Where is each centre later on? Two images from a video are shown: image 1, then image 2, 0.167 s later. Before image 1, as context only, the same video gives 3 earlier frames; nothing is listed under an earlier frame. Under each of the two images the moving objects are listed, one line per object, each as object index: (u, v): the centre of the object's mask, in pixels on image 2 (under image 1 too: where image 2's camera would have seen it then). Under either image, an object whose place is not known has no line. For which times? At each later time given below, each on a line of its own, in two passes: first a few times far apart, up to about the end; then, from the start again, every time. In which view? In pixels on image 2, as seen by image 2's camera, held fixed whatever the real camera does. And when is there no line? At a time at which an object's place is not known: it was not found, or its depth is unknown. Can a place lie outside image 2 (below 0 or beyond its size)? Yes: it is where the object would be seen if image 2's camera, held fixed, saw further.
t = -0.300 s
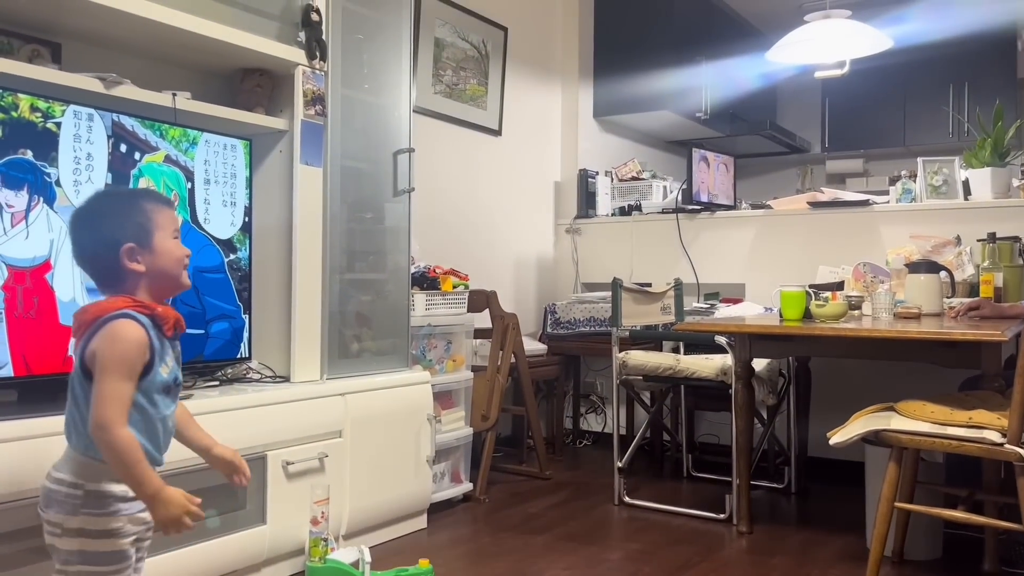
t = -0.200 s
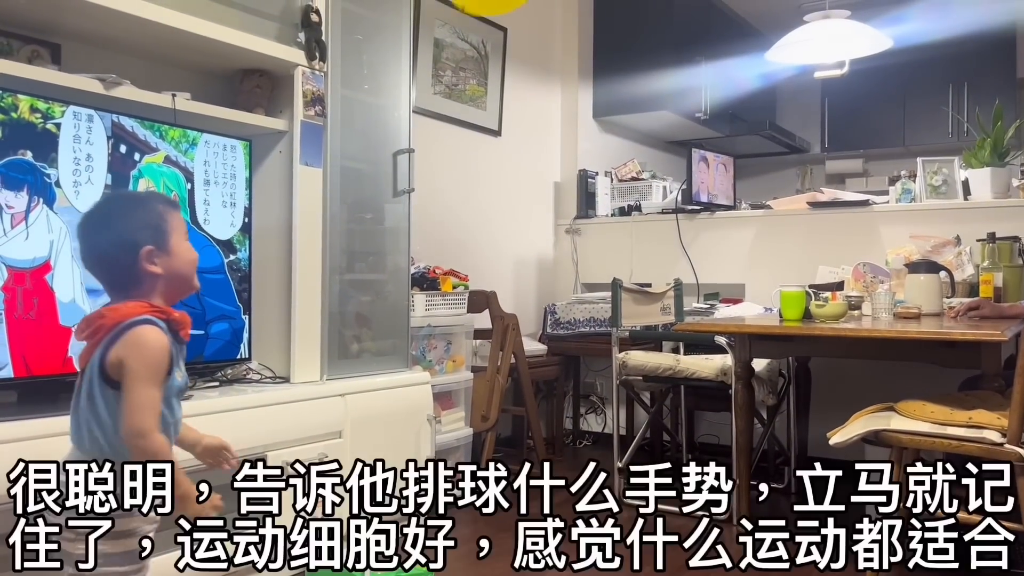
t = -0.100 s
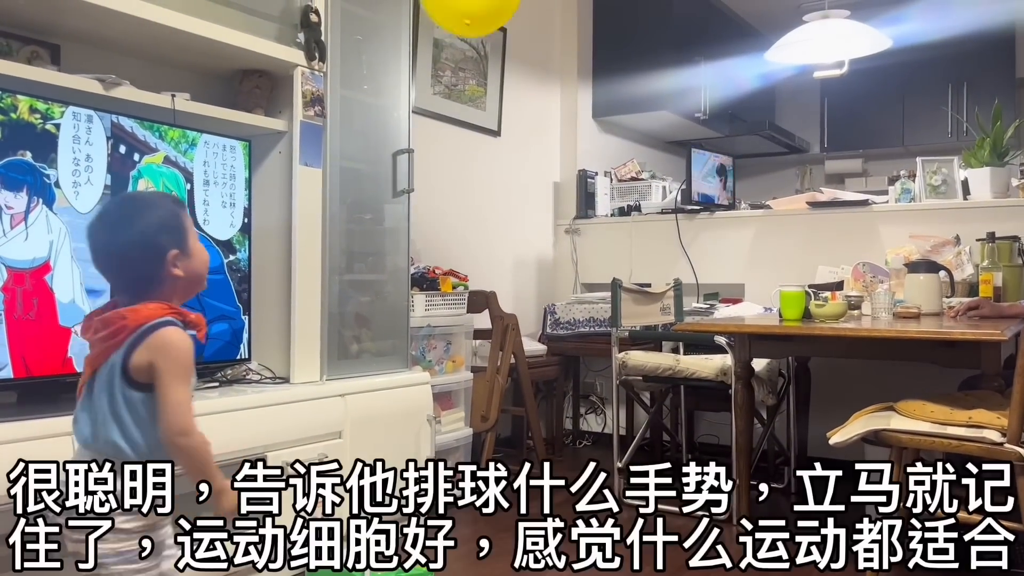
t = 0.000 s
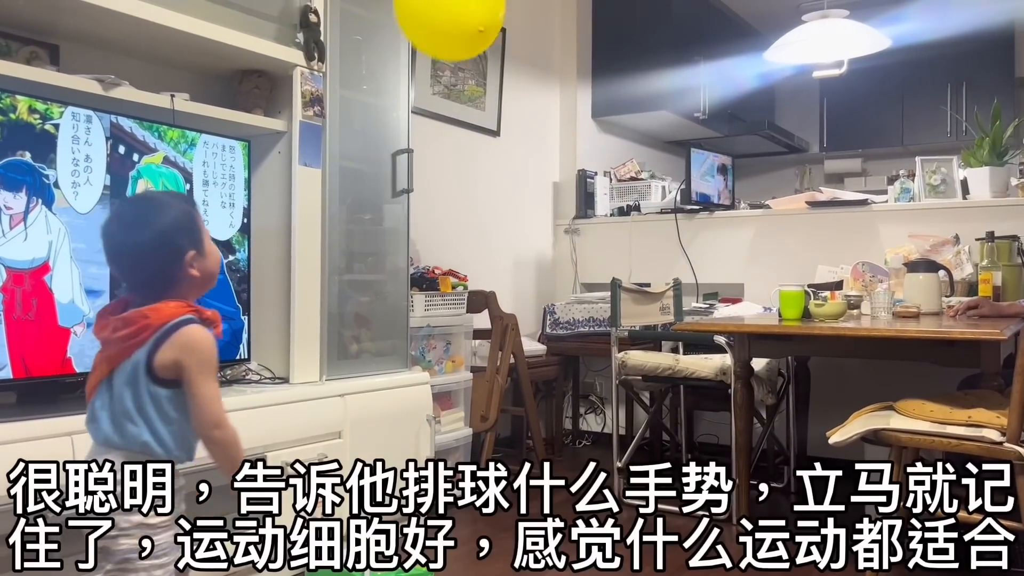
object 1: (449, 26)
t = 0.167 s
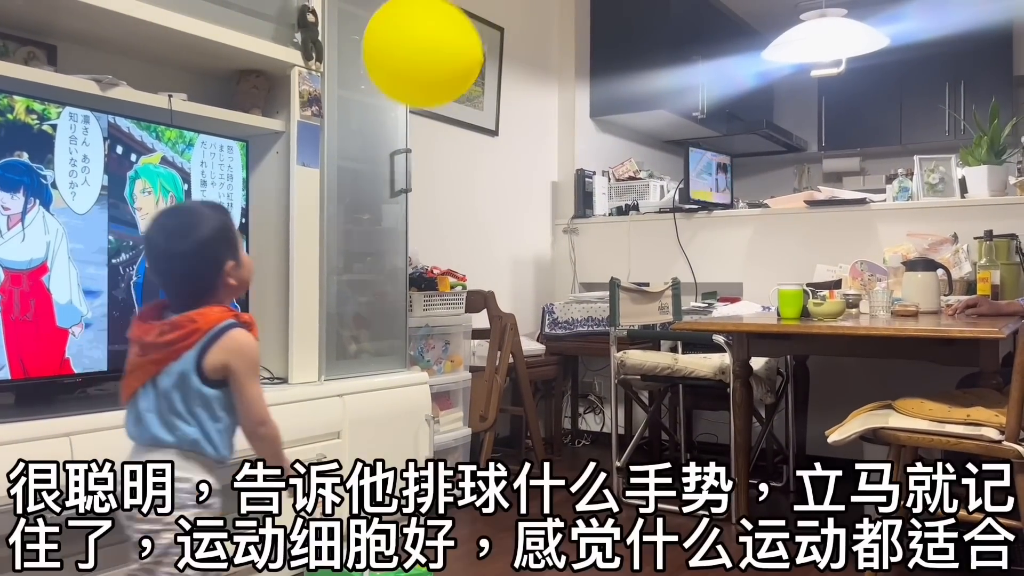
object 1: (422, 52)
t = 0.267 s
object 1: (409, 83)
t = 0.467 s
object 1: (389, 157)
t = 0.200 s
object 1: (417, 61)
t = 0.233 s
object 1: (413, 72)
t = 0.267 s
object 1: (409, 83)
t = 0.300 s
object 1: (405, 95)
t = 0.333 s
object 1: (401, 107)
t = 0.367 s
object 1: (398, 119)
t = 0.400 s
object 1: (395, 131)
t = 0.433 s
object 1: (392, 144)
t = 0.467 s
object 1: (389, 157)
